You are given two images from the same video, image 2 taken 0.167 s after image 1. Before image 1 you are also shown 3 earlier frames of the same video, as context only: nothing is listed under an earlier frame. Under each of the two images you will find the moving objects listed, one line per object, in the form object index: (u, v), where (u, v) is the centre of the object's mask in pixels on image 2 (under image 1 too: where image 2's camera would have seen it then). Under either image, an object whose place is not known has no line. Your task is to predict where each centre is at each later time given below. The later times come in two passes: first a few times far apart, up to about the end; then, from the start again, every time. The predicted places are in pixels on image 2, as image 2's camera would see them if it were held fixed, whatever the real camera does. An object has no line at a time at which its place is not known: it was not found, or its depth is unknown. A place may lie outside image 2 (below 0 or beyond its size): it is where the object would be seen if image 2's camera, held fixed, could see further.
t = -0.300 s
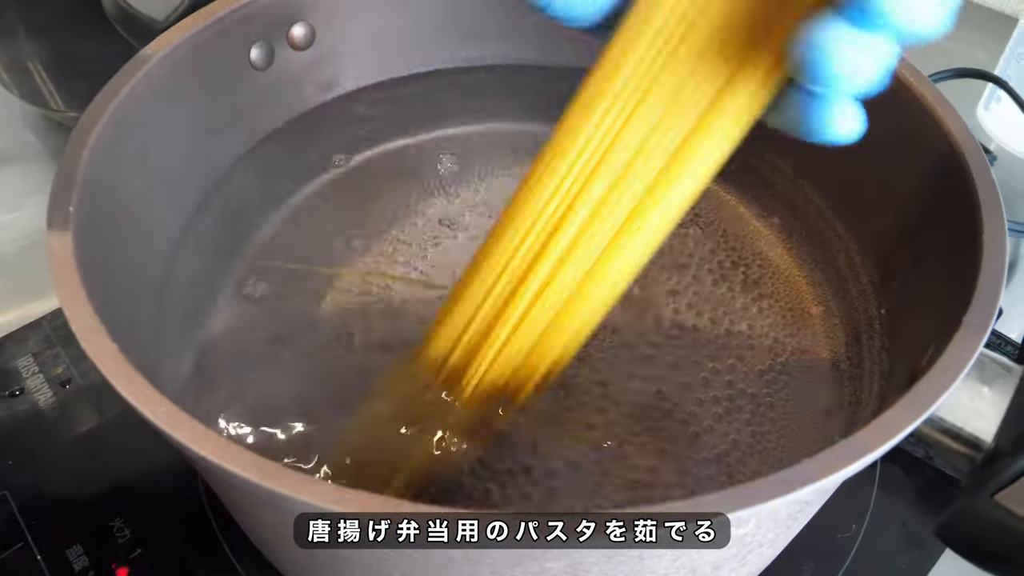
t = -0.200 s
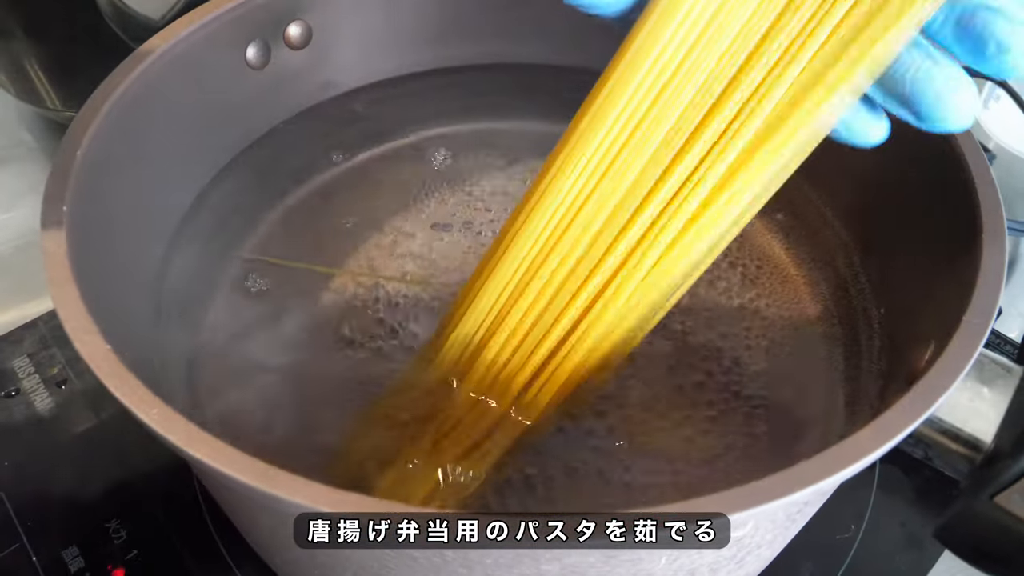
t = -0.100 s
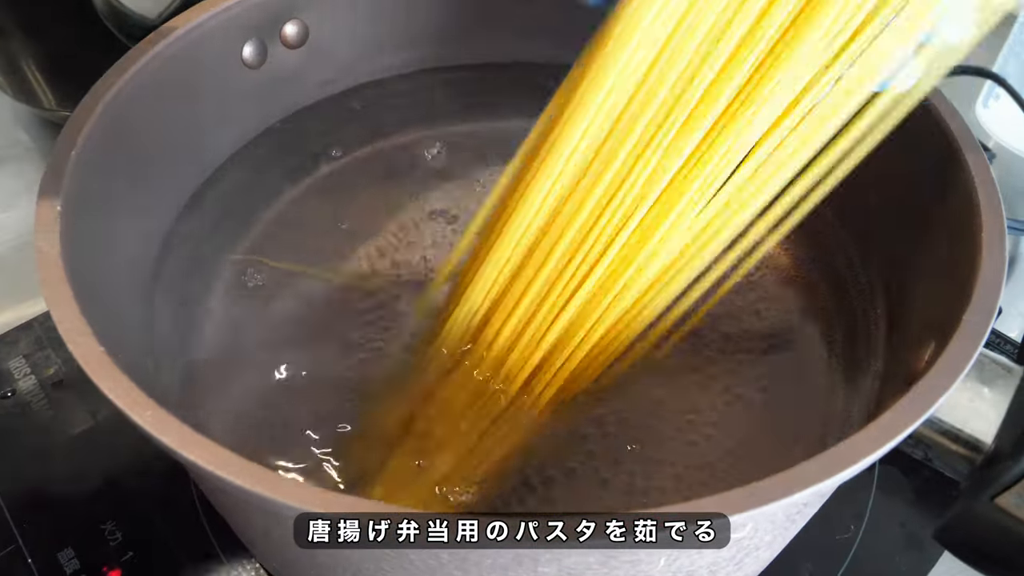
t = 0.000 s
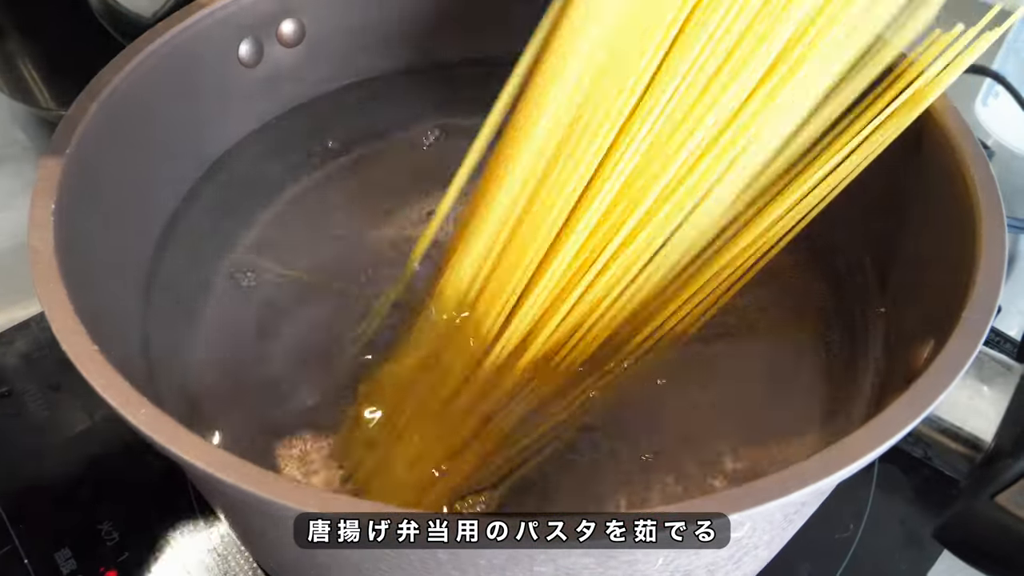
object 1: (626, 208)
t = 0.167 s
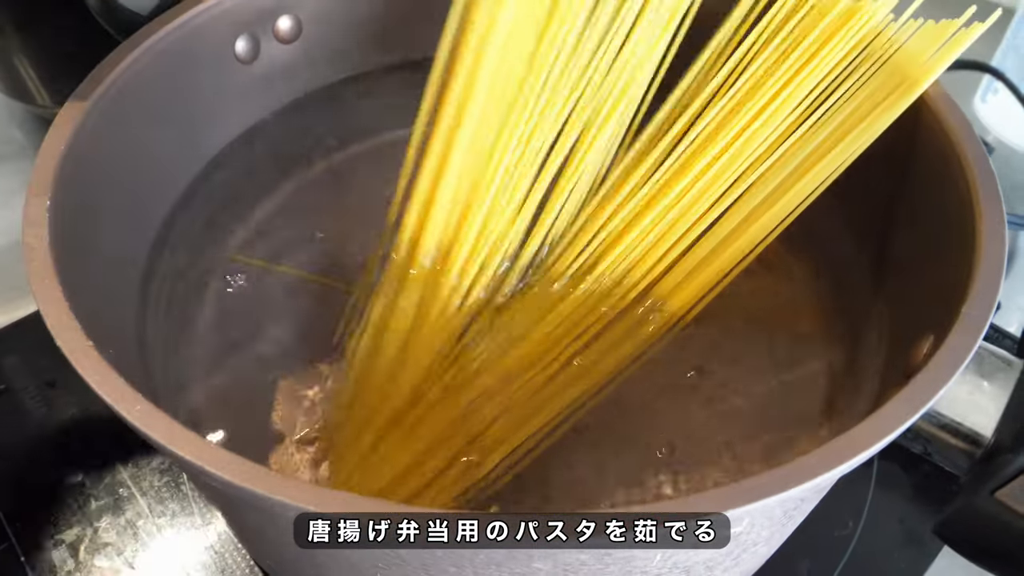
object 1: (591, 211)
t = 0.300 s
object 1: (571, 209)
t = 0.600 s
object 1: (520, 203)
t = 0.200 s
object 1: (586, 211)
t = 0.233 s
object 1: (581, 210)
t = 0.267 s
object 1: (576, 209)
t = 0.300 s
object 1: (571, 209)
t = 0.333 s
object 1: (566, 211)
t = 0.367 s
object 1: (561, 212)
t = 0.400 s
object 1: (552, 211)
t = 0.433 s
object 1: (546, 210)
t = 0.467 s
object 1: (539, 209)
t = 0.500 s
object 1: (534, 207)
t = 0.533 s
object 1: (532, 207)
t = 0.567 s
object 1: (528, 206)
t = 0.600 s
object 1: (520, 203)
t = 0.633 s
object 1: (516, 202)
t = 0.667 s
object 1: (514, 200)
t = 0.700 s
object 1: (512, 200)
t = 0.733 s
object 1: (512, 200)
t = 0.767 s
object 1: (516, 201)
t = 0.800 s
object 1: (519, 201)
